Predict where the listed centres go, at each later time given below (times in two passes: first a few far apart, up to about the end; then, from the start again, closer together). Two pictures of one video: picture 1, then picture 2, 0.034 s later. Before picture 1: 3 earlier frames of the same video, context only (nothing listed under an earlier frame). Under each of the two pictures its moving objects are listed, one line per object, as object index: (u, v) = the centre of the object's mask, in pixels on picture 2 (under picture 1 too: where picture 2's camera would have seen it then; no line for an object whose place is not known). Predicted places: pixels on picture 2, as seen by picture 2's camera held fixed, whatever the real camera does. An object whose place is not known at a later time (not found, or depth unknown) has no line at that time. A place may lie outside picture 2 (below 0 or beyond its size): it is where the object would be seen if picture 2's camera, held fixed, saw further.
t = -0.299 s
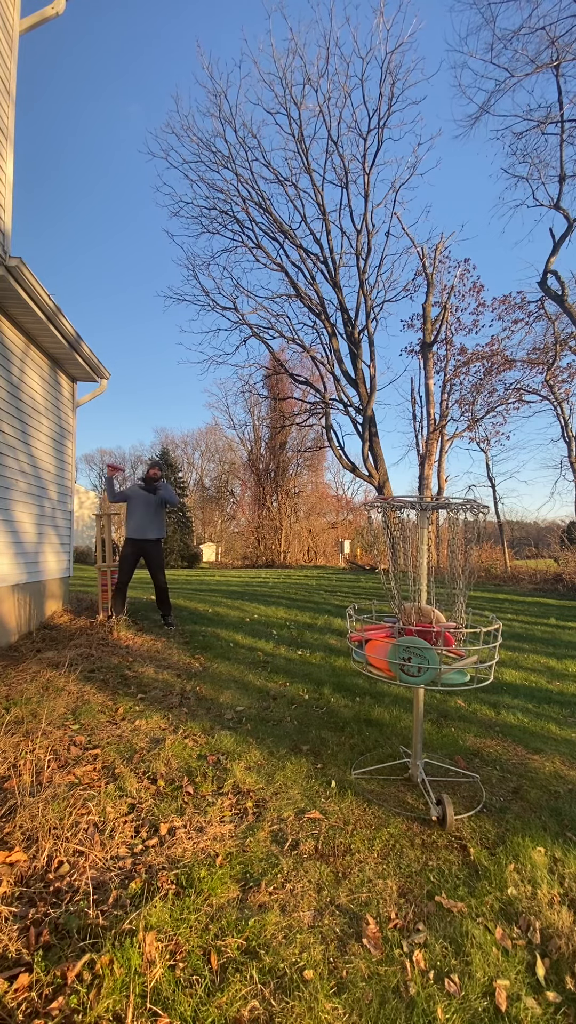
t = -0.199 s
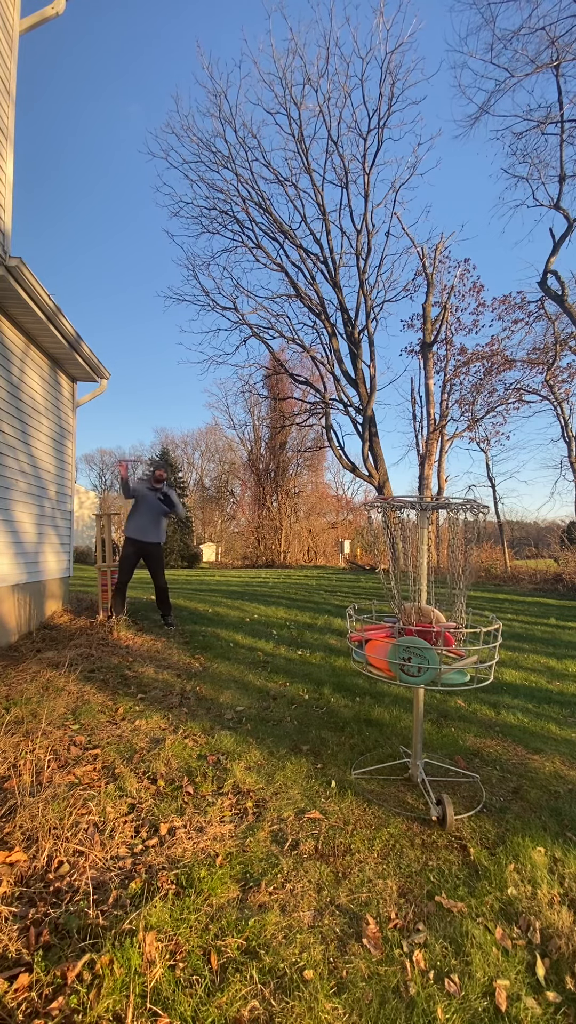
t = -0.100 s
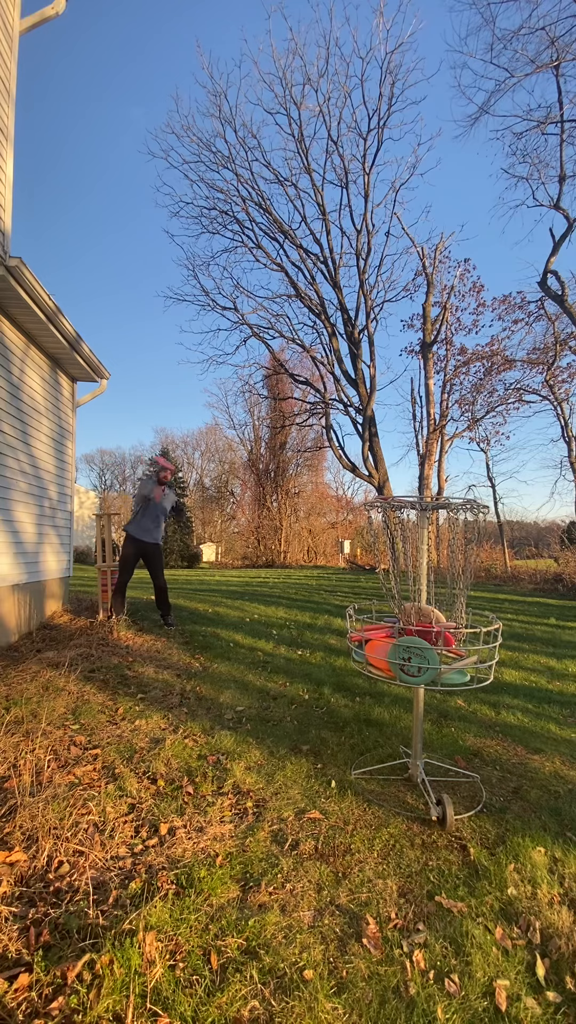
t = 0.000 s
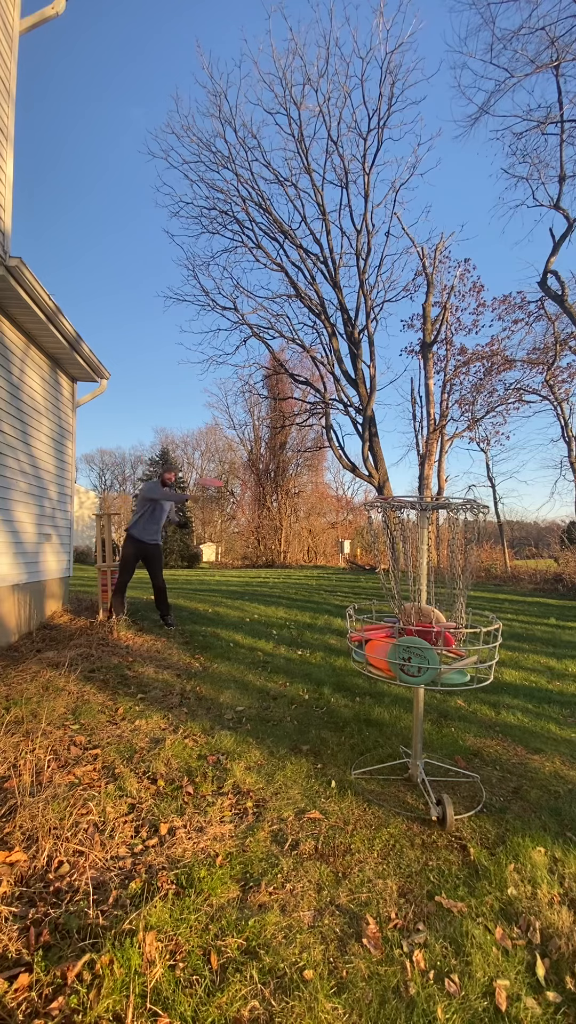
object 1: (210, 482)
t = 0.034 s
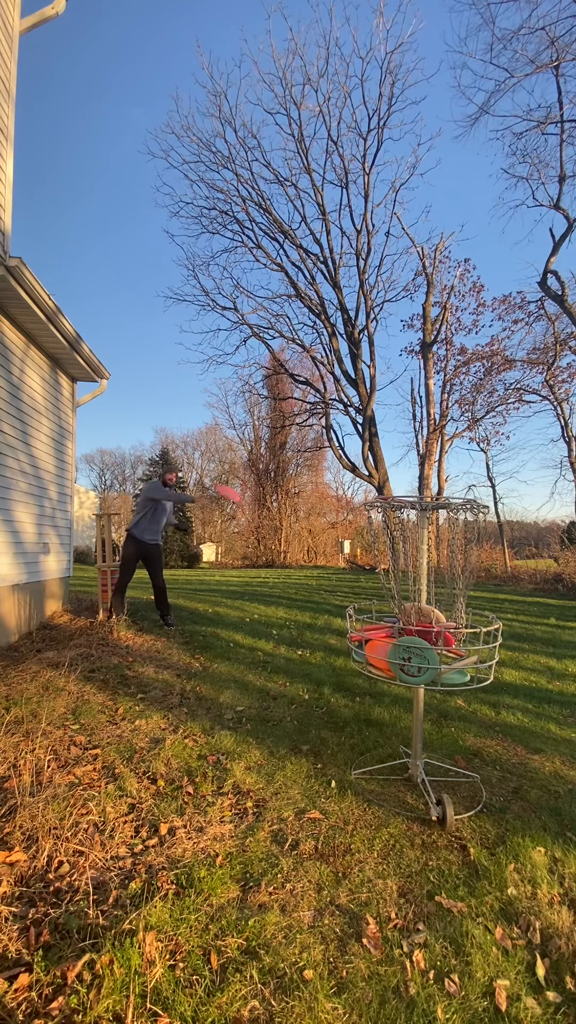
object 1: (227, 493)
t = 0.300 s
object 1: (358, 555)
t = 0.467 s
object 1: (355, 539)
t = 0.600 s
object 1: (353, 572)
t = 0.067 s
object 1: (246, 505)
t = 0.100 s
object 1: (269, 522)
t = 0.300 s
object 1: (358, 555)
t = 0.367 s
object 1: (358, 538)
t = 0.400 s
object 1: (358, 537)
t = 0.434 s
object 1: (357, 537)
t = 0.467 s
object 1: (355, 539)
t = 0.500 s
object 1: (356, 544)
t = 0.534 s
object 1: (354, 552)
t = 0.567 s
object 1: (354, 561)
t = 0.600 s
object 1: (353, 572)
